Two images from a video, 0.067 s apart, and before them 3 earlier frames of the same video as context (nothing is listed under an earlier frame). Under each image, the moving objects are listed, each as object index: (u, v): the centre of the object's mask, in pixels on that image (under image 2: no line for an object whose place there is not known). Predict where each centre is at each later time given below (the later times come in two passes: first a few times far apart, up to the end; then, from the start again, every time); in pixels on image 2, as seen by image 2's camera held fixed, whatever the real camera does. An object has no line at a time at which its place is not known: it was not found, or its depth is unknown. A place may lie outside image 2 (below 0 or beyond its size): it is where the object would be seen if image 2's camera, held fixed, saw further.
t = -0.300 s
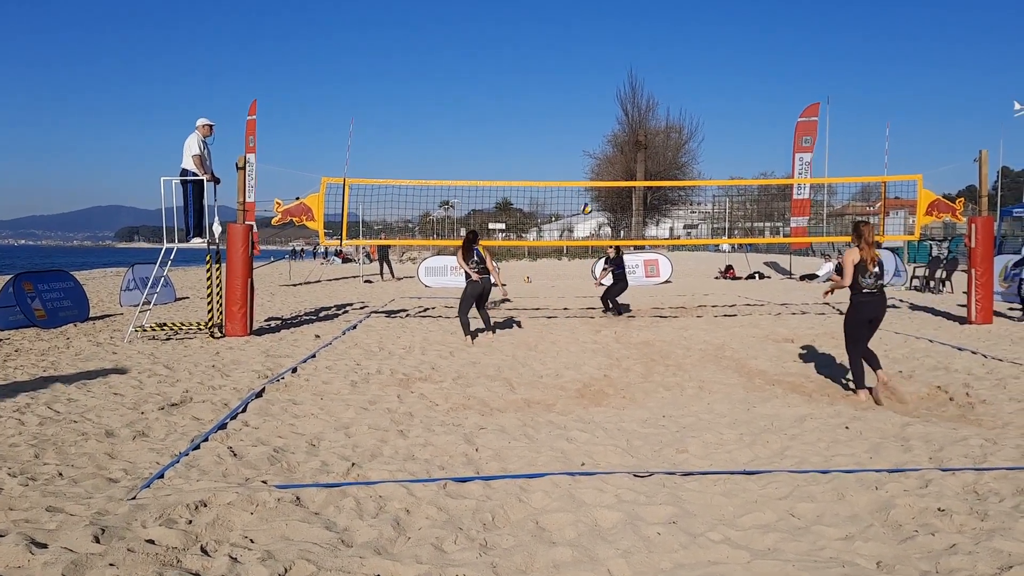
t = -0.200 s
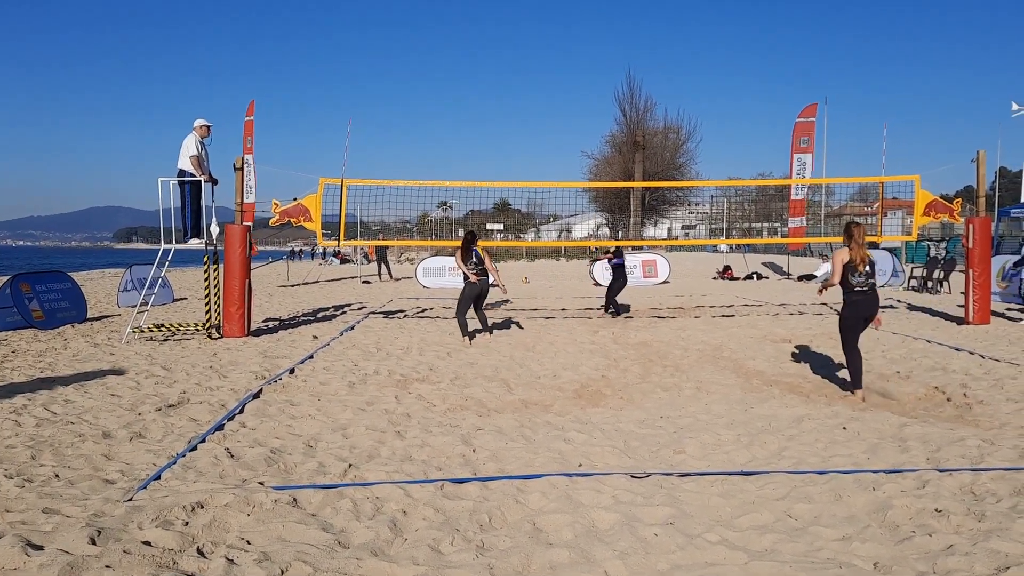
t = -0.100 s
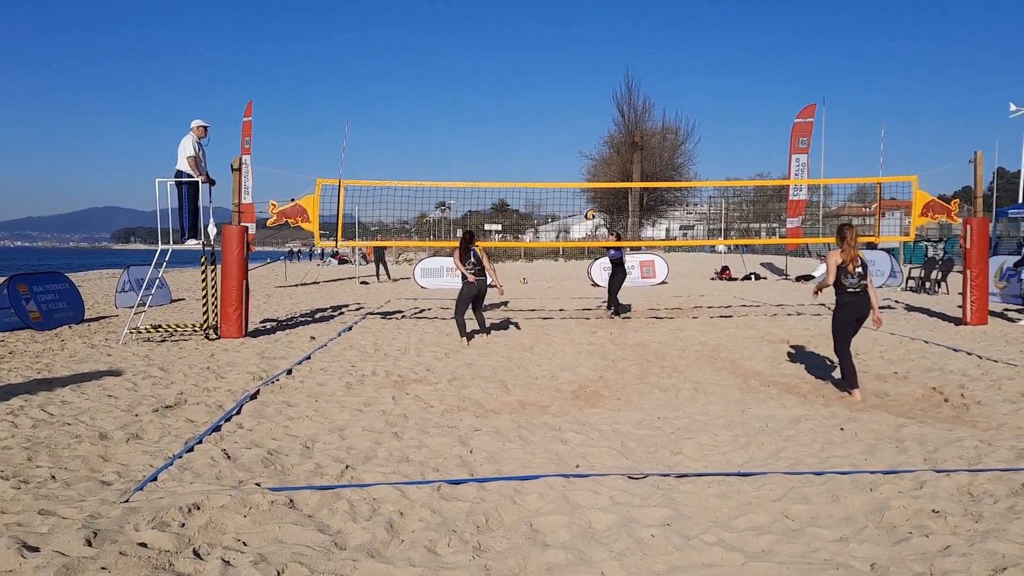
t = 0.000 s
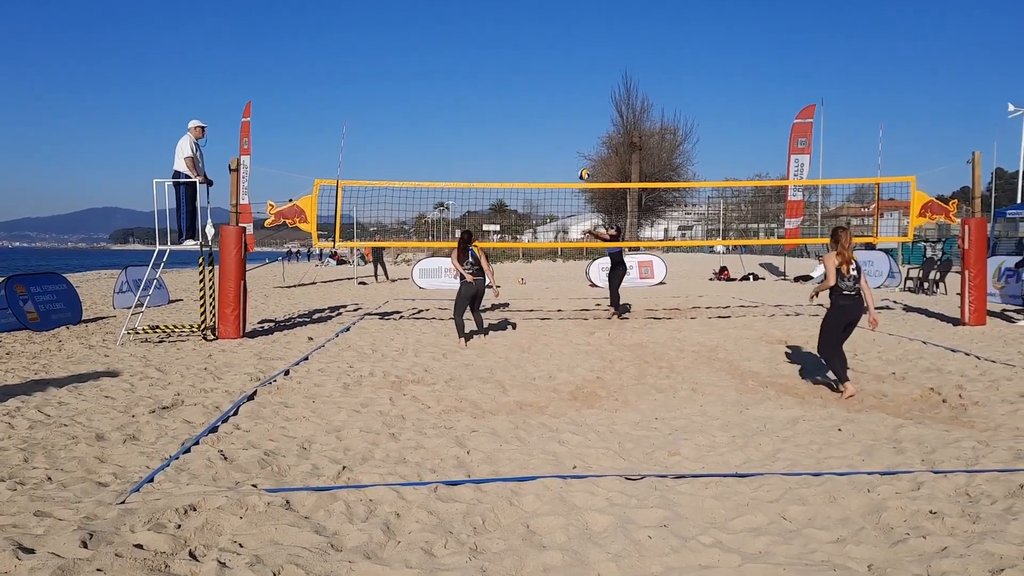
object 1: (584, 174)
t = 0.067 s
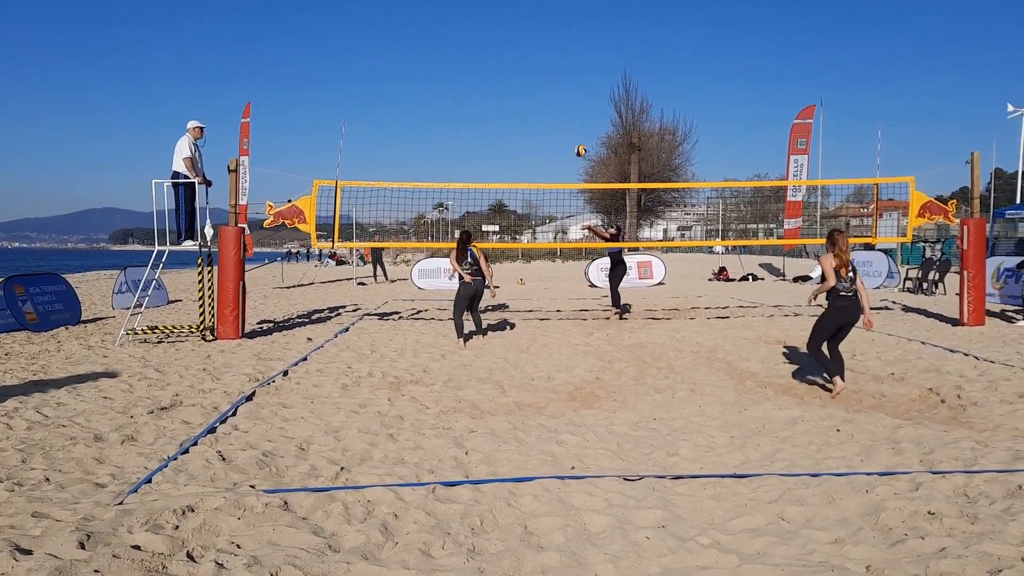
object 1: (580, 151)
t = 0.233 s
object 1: (574, 101)
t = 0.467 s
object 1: (568, 57)
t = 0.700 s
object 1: (562, 45)
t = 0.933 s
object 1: (558, 65)
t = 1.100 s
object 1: (556, 98)
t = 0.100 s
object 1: (579, 140)
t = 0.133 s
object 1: (578, 129)
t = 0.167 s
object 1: (576, 119)
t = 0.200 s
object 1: (575, 110)
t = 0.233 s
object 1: (574, 101)
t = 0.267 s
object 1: (573, 93)
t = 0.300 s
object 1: (572, 85)
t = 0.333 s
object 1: (571, 78)
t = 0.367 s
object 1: (570, 72)
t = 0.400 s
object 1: (569, 66)
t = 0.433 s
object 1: (568, 61)
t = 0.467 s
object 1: (568, 57)
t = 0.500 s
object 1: (567, 53)
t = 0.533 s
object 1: (566, 50)
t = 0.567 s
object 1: (565, 48)
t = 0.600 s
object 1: (564, 47)
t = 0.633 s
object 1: (564, 45)
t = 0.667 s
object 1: (563, 44)
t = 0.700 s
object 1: (562, 45)
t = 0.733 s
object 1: (561, 46)
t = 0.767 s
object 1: (561, 47)
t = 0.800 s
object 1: (560, 49)
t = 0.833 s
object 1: (560, 52)
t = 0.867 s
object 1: (559, 55)
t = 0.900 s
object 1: (558, 60)
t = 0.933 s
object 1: (558, 65)
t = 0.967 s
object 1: (557, 70)
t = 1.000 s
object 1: (557, 76)
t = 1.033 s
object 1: (556, 83)
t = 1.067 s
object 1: (556, 90)
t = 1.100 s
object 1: (556, 98)
